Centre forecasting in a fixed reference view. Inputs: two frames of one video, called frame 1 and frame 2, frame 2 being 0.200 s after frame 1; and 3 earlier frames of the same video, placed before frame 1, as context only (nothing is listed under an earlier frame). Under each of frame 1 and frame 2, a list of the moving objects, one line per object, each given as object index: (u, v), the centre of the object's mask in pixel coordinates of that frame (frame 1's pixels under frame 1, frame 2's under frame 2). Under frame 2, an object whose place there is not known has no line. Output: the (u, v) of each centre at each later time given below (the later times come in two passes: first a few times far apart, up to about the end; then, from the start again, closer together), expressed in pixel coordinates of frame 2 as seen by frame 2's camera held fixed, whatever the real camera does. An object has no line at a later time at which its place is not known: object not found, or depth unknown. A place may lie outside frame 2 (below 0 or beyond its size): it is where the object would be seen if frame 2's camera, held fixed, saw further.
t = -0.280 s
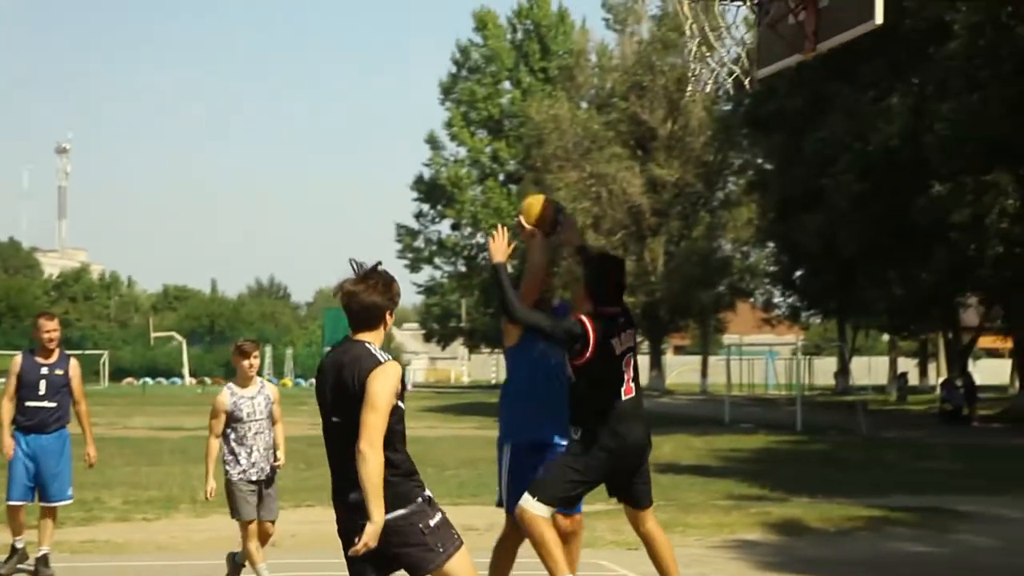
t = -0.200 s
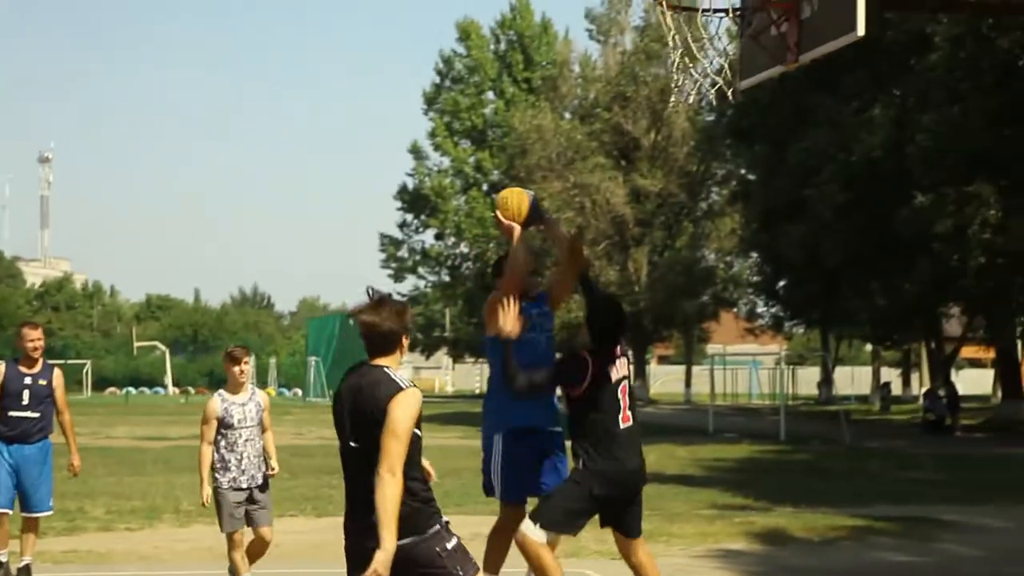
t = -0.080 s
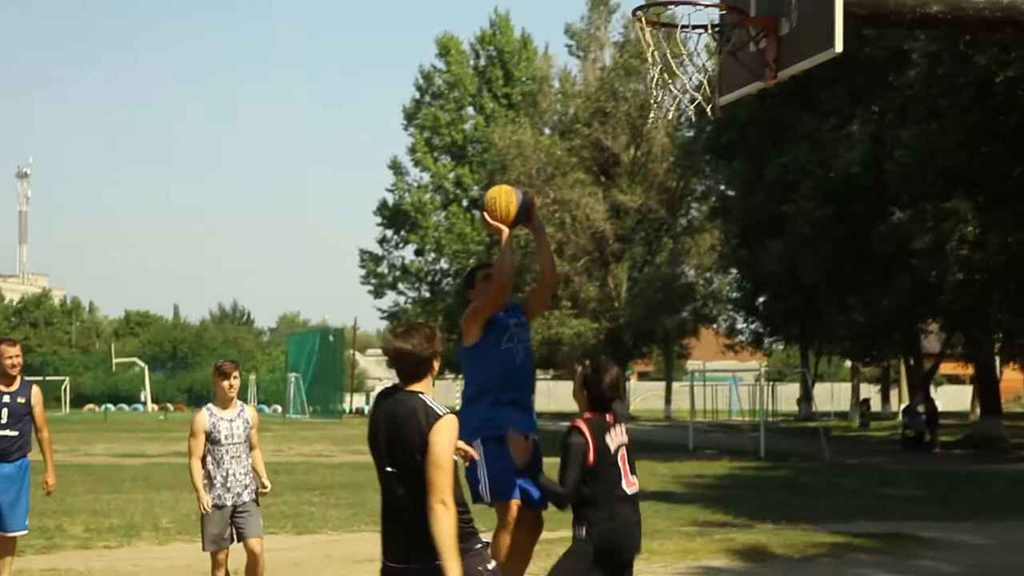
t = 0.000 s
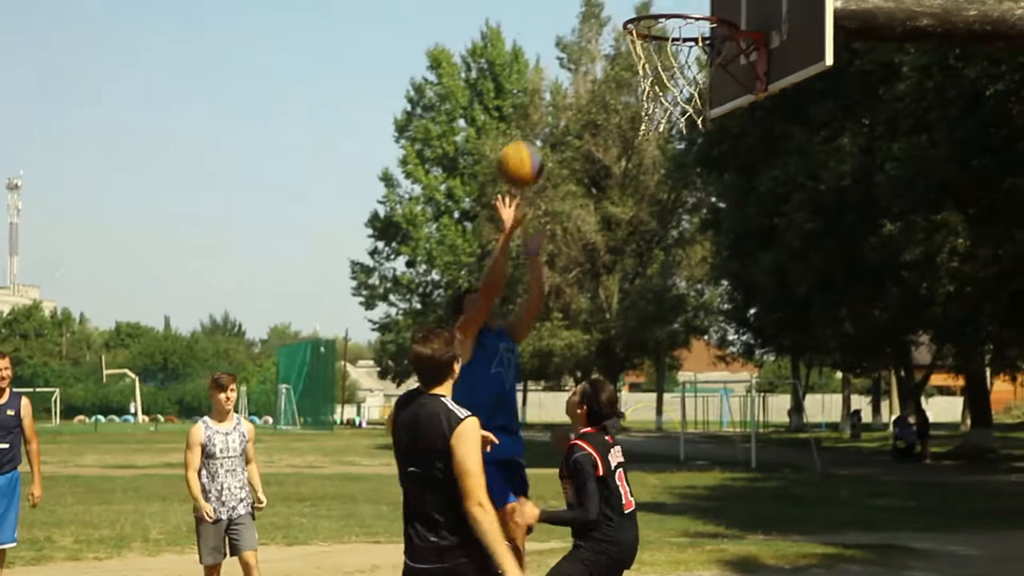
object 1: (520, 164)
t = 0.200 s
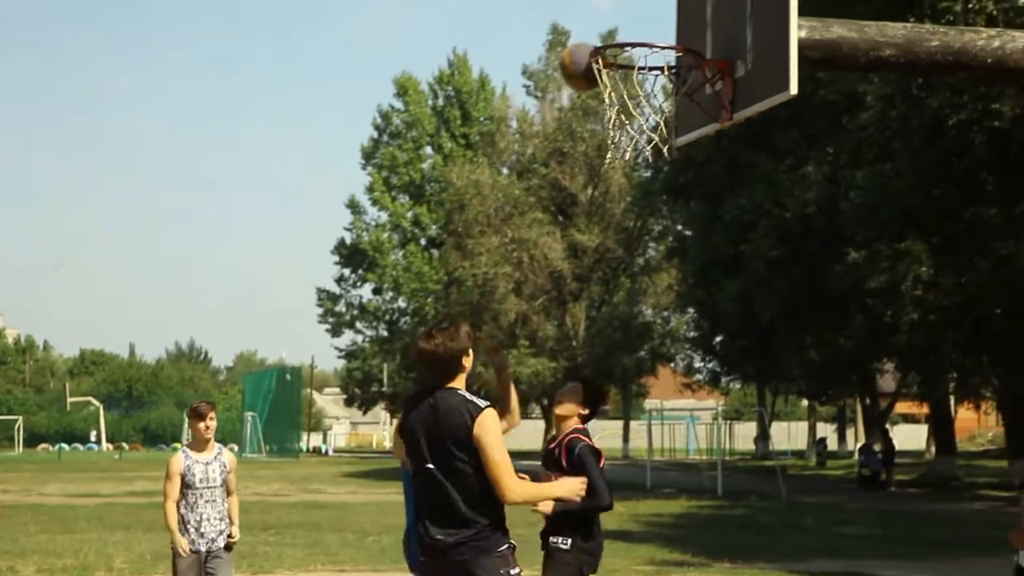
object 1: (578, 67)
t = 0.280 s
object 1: (624, 35)
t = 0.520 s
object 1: (643, 32)
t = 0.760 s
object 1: (640, 48)
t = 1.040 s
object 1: (668, 134)
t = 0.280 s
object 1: (624, 35)
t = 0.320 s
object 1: (647, 22)
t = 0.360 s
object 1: (671, 15)
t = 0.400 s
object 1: (666, 14)
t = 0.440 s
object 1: (659, 17)
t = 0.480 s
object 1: (652, 21)
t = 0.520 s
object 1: (643, 32)
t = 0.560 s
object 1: (636, 38)
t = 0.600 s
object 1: (634, 35)
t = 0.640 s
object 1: (630, 37)
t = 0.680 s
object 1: (627, 42)
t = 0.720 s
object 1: (631, 44)
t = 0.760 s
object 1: (640, 48)
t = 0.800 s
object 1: (649, 55)
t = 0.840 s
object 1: (658, 67)
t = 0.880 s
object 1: (668, 79)
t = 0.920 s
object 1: (673, 89)
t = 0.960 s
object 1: (668, 107)
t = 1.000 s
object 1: (670, 119)
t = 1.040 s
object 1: (668, 134)
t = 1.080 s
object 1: (665, 152)
